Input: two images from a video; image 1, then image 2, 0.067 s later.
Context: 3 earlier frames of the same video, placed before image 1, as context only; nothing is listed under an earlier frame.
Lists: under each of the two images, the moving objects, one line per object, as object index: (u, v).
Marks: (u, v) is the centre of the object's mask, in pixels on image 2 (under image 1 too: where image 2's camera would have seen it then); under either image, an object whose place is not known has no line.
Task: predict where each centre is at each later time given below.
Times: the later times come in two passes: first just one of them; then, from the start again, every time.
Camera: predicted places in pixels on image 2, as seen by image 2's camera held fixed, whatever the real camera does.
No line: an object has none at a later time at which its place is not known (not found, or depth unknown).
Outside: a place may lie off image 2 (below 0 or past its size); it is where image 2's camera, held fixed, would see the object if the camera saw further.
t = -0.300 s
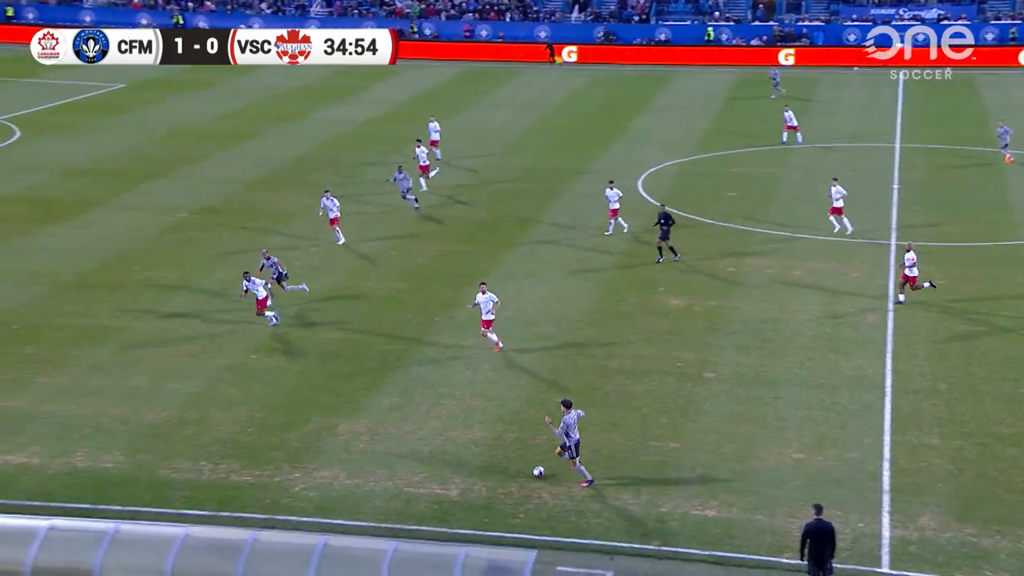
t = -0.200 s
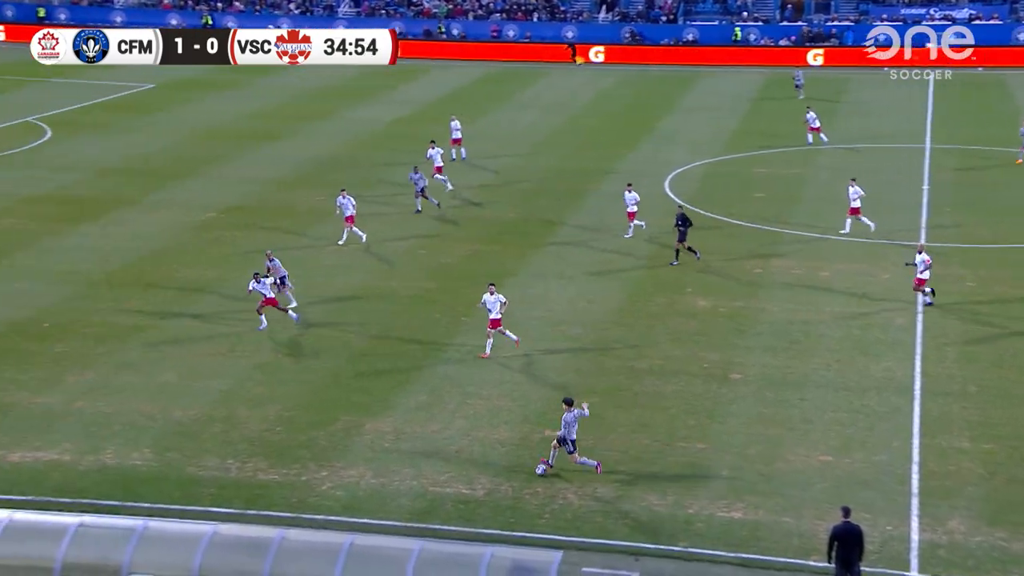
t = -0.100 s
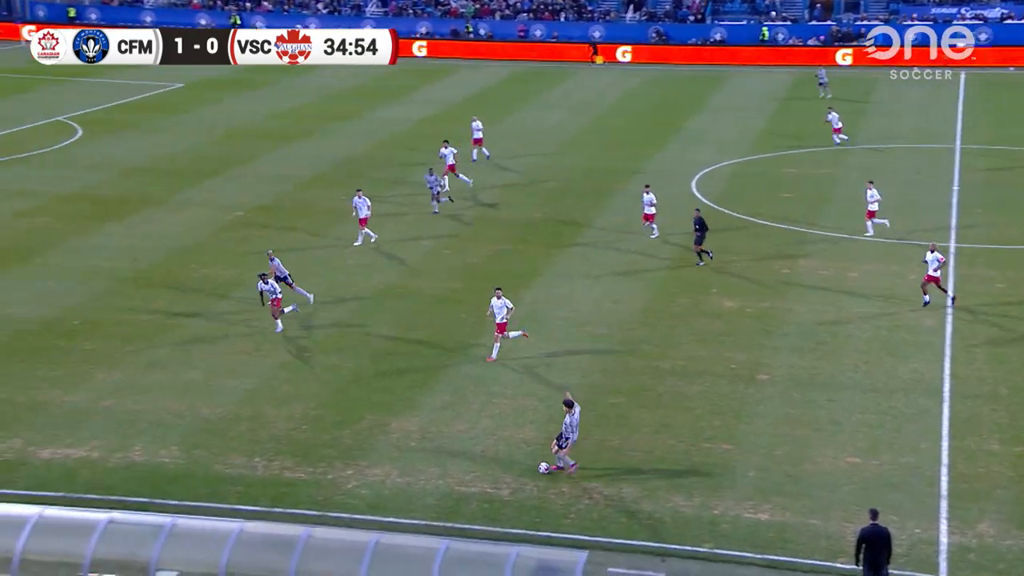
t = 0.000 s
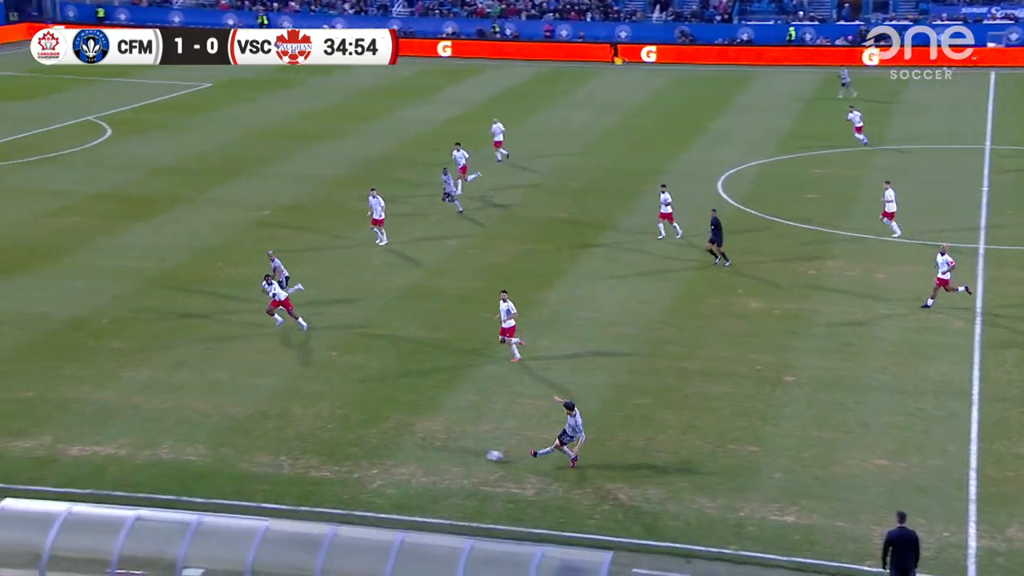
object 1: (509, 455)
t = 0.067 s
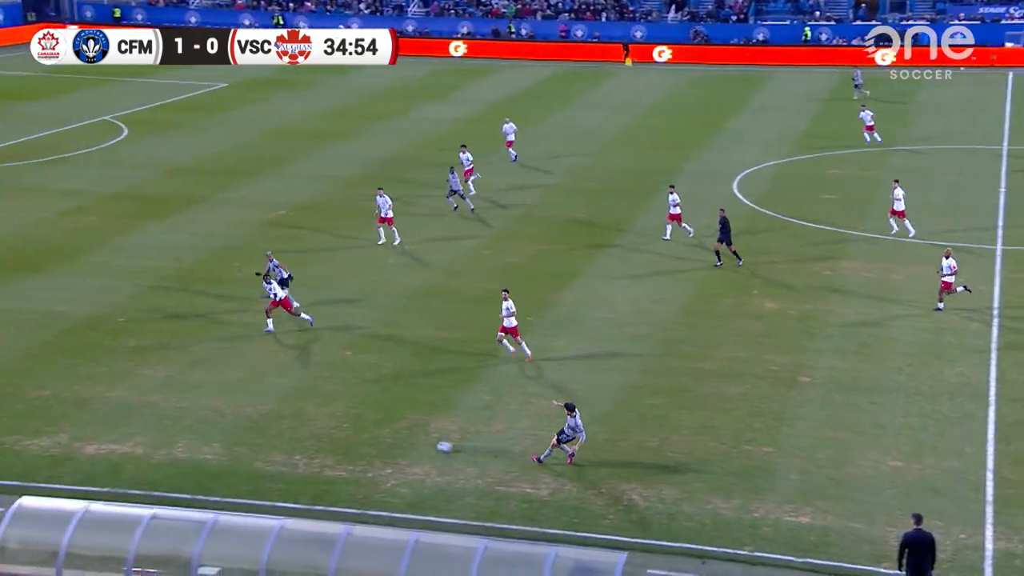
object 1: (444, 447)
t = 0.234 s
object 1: (307, 424)
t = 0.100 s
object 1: (415, 442)
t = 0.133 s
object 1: (386, 435)
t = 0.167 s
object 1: (359, 432)
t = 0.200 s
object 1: (333, 428)
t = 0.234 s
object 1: (307, 424)
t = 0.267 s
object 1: (283, 420)
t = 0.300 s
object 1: (259, 416)
